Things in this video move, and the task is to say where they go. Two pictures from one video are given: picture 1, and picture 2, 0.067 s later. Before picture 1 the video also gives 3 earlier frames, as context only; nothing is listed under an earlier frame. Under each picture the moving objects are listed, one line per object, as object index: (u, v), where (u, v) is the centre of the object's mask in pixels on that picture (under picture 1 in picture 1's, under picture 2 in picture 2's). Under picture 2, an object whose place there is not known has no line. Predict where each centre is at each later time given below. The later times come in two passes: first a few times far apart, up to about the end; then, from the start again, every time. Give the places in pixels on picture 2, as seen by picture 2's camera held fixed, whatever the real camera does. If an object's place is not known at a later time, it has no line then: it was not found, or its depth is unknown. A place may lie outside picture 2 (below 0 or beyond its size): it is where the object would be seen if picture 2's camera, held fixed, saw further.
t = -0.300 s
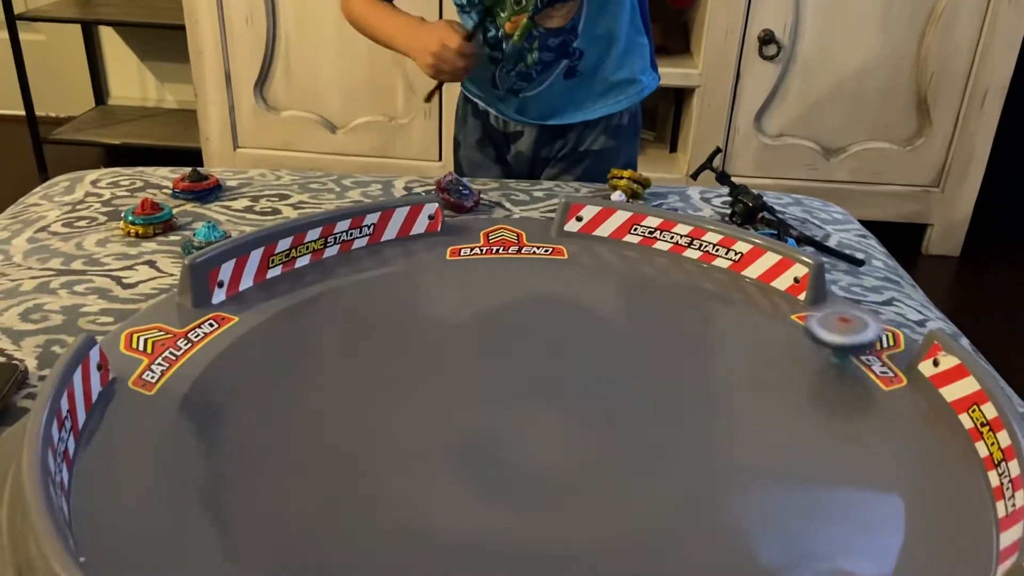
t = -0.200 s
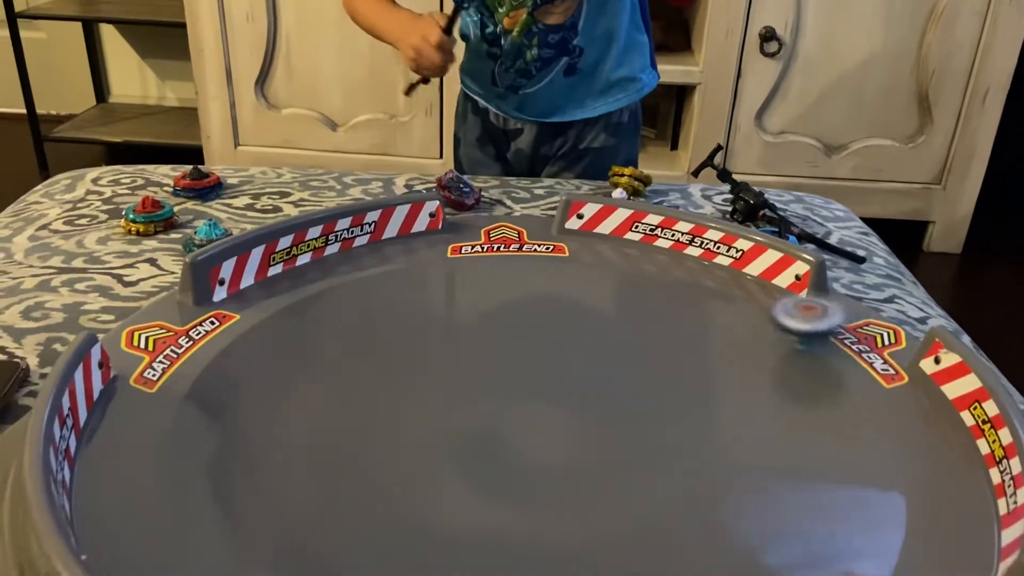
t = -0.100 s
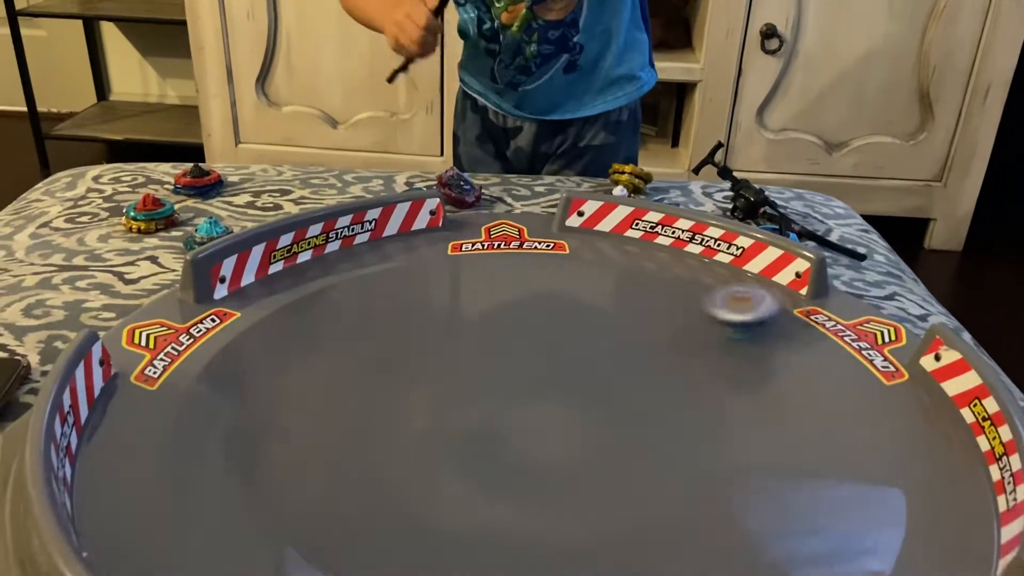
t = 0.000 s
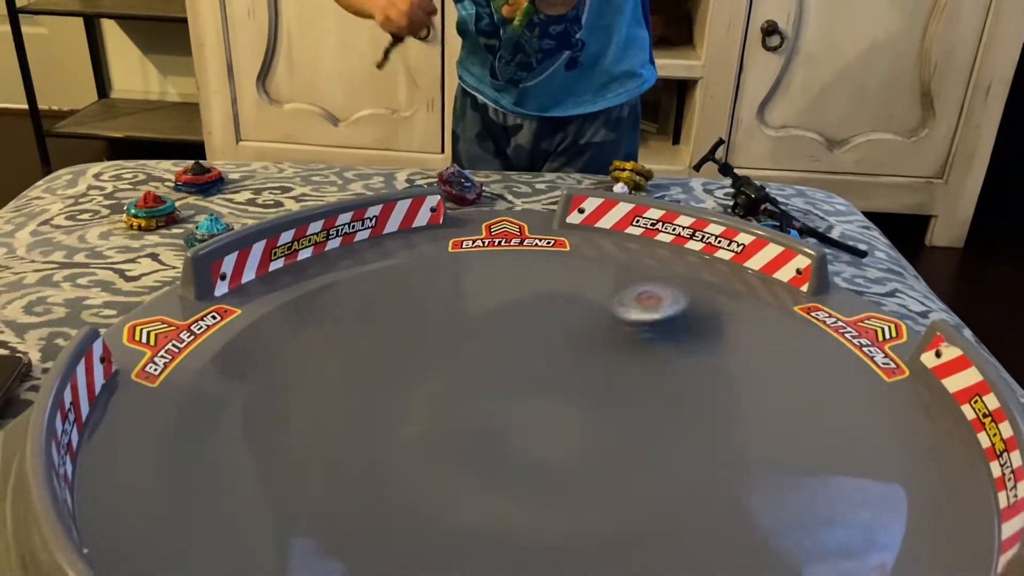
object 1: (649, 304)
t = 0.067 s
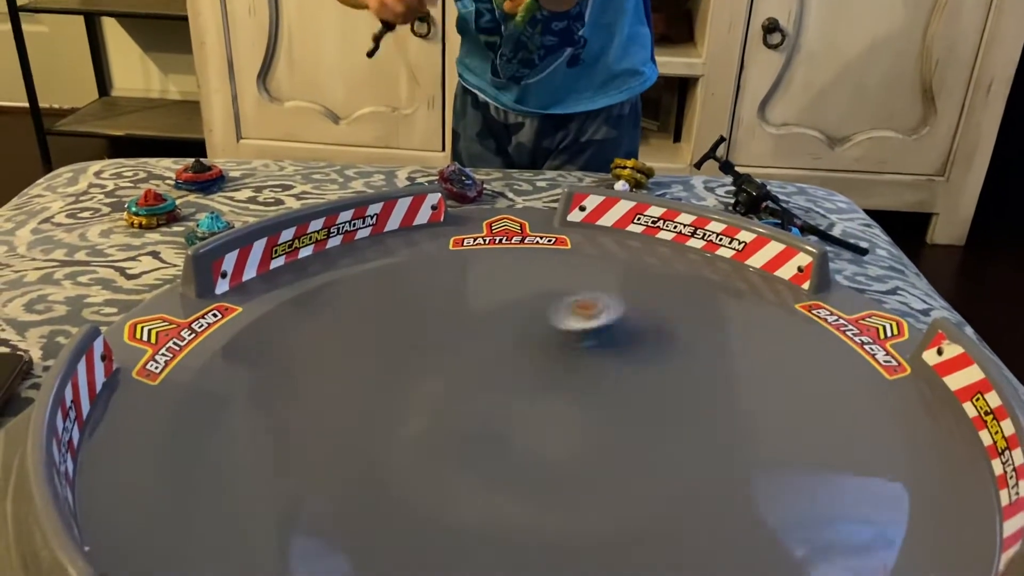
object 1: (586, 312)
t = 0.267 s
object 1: (435, 367)
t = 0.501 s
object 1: (319, 505)
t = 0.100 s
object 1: (556, 319)
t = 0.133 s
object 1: (527, 328)
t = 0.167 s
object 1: (500, 336)
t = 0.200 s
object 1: (477, 344)
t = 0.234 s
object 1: (455, 355)
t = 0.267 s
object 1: (435, 367)
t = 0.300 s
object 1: (412, 382)
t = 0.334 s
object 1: (391, 397)
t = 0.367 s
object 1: (373, 415)
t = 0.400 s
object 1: (354, 435)
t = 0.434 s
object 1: (339, 456)
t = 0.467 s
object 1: (327, 480)
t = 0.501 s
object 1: (319, 505)
